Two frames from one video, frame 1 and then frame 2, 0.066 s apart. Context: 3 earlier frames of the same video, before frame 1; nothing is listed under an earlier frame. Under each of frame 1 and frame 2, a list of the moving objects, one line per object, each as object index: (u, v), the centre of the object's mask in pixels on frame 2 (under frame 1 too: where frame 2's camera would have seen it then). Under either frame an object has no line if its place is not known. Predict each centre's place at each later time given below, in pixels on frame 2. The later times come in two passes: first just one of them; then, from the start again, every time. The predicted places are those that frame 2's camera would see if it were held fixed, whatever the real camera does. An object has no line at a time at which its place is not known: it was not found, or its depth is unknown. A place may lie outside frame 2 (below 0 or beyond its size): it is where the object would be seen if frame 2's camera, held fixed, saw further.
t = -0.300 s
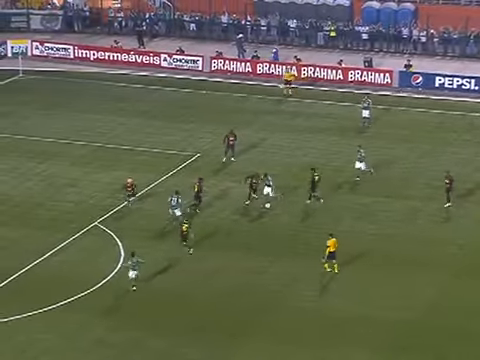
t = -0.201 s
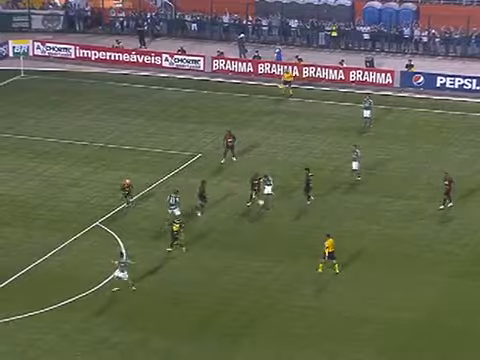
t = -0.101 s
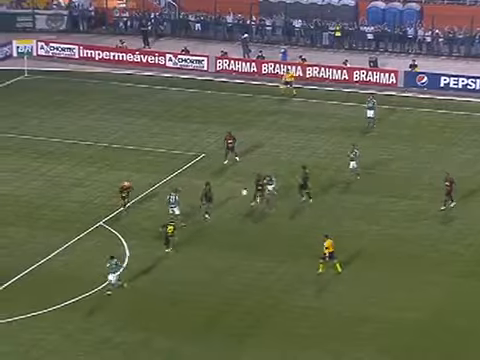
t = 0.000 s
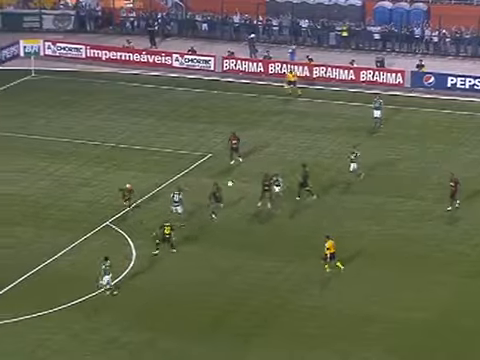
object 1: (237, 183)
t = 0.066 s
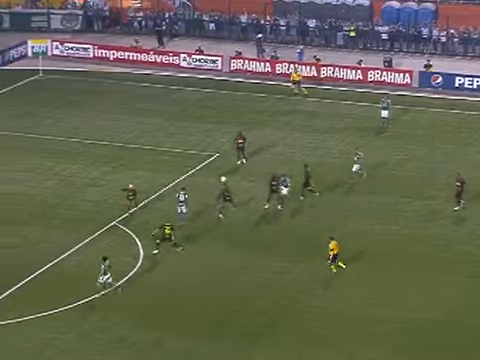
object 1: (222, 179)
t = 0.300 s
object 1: (173, 168)
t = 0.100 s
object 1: (216, 177)
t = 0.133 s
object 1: (209, 175)
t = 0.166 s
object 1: (202, 173)
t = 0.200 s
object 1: (195, 172)
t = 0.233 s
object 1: (187, 170)
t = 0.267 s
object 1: (180, 168)
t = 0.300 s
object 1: (173, 168)
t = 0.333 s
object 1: (166, 167)
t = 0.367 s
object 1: (158, 166)
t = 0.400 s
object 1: (151, 166)
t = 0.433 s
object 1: (144, 166)
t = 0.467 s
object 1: (136, 166)
